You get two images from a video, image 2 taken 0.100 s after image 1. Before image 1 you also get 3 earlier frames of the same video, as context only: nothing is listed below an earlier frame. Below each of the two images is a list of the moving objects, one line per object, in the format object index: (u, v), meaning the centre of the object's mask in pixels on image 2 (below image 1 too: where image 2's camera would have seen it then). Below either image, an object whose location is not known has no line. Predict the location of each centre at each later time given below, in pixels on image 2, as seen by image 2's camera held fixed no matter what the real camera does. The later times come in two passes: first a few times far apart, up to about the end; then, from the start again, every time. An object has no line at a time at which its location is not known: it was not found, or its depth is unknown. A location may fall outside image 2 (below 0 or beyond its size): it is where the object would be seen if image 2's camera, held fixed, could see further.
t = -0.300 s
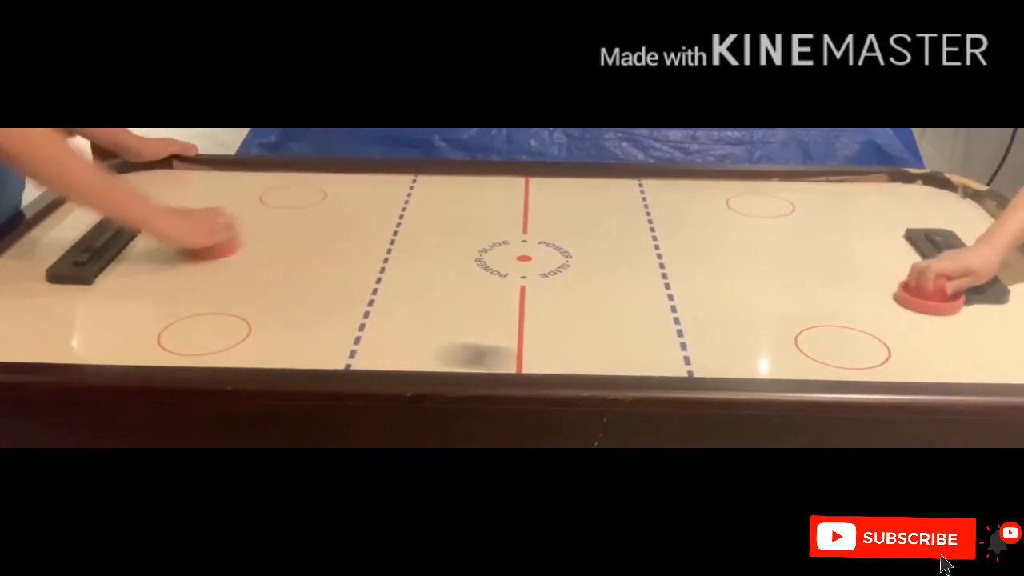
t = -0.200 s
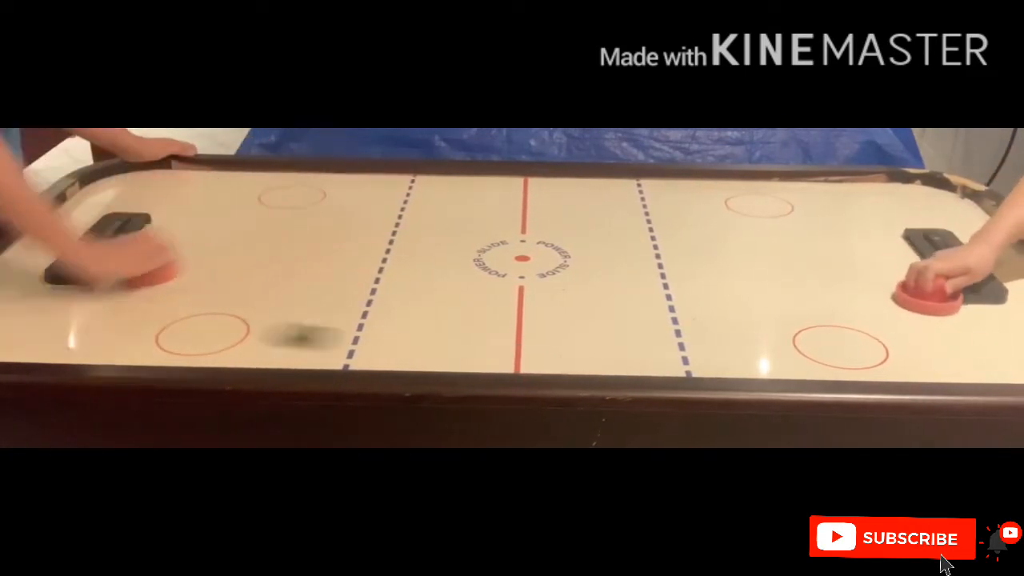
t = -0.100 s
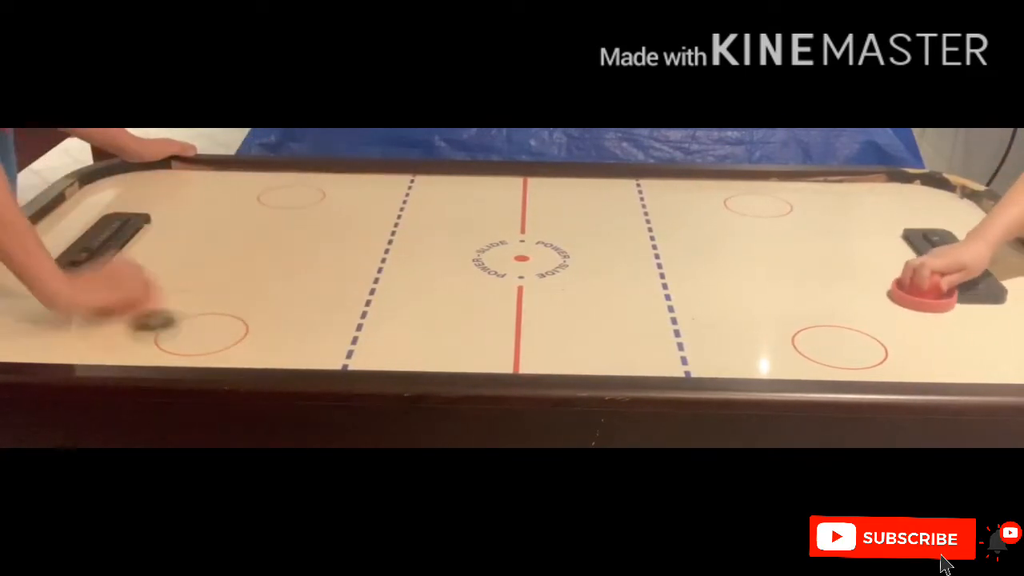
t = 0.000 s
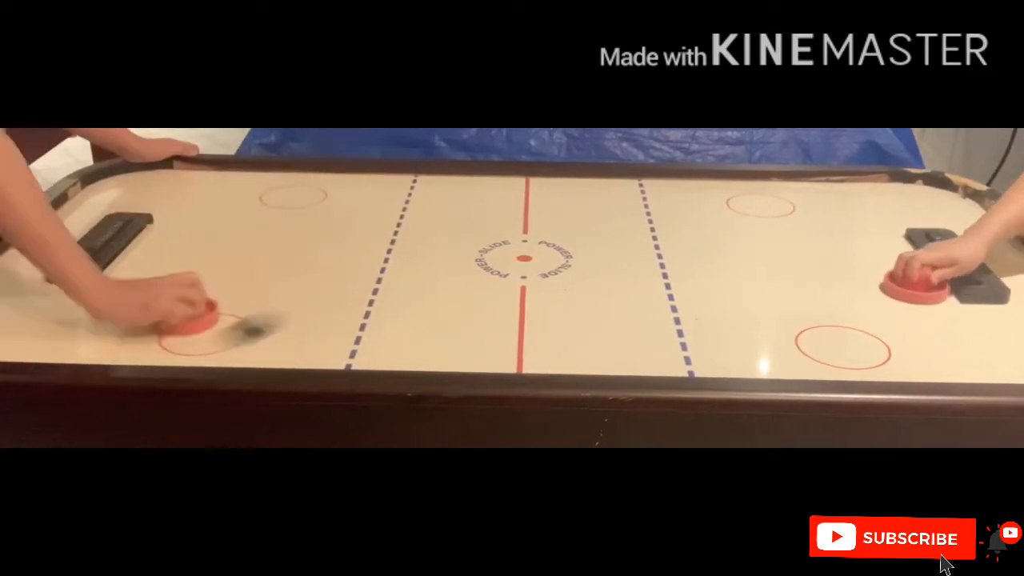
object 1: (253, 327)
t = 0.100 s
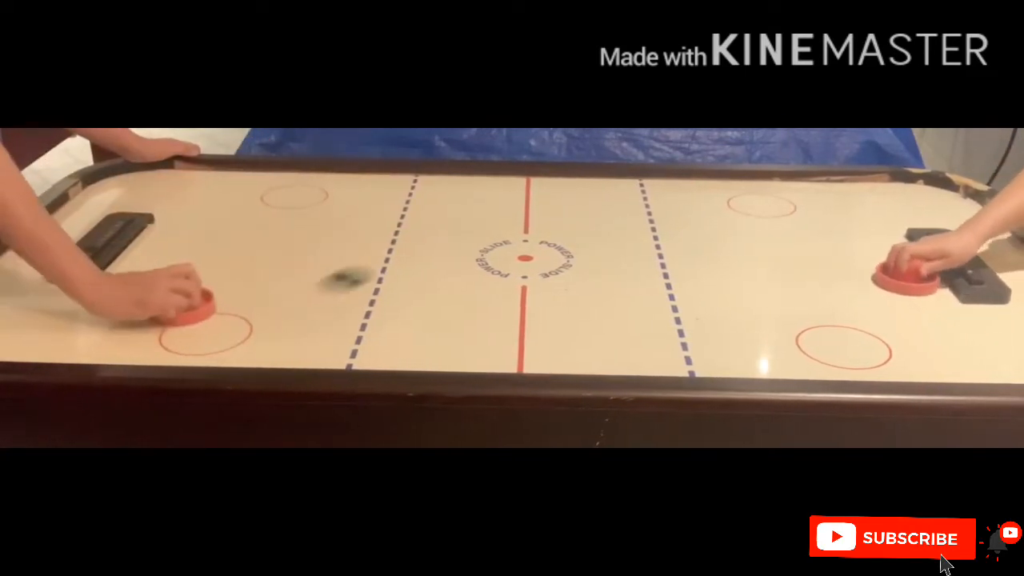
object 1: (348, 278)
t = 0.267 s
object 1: (470, 215)
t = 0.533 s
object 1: (547, 208)
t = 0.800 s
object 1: (587, 261)
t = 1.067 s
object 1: (637, 328)
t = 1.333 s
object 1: (675, 358)
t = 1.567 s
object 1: (672, 318)
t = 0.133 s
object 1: (377, 263)
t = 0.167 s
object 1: (402, 251)
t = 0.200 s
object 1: (427, 238)
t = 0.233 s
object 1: (448, 226)
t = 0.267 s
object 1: (470, 215)
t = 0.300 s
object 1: (490, 204)
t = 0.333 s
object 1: (509, 194)
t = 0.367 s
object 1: (524, 185)
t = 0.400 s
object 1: (532, 185)
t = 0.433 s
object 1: (535, 190)
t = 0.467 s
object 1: (539, 196)
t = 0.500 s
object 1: (543, 202)
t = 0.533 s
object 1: (547, 208)
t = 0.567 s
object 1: (551, 214)
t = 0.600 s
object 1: (556, 220)
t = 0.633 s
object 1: (561, 226)
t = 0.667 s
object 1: (566, 233)
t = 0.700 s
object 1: (571, 240)
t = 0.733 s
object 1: (576, 247)
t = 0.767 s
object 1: (581, 254)
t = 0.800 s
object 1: (587, 261)
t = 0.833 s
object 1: (592, 269)
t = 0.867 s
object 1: (598, 277)
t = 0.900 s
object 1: (604, 285)
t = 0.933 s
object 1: (610, 293)
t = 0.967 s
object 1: (616, 301)
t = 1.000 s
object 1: (623, 310)
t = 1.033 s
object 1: (630, 318)
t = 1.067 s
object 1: (637, 328)
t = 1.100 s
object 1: (644, 337)
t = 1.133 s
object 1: (651, 346)
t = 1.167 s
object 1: (659, 357)
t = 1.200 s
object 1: (667, 366)
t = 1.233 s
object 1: (674, 371)
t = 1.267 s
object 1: (676, 369)
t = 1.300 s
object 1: (675, 365)
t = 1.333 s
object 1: (675, 358)
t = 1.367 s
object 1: (674, 352)
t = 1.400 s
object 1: (673, 346)
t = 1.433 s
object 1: (674, 340)
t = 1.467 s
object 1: (673, 334)
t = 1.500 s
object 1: (673, 329)
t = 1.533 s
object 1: (673, 324)
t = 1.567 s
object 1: (672, 318)
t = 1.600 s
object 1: (672, 313)
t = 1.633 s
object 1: (672, 307)
